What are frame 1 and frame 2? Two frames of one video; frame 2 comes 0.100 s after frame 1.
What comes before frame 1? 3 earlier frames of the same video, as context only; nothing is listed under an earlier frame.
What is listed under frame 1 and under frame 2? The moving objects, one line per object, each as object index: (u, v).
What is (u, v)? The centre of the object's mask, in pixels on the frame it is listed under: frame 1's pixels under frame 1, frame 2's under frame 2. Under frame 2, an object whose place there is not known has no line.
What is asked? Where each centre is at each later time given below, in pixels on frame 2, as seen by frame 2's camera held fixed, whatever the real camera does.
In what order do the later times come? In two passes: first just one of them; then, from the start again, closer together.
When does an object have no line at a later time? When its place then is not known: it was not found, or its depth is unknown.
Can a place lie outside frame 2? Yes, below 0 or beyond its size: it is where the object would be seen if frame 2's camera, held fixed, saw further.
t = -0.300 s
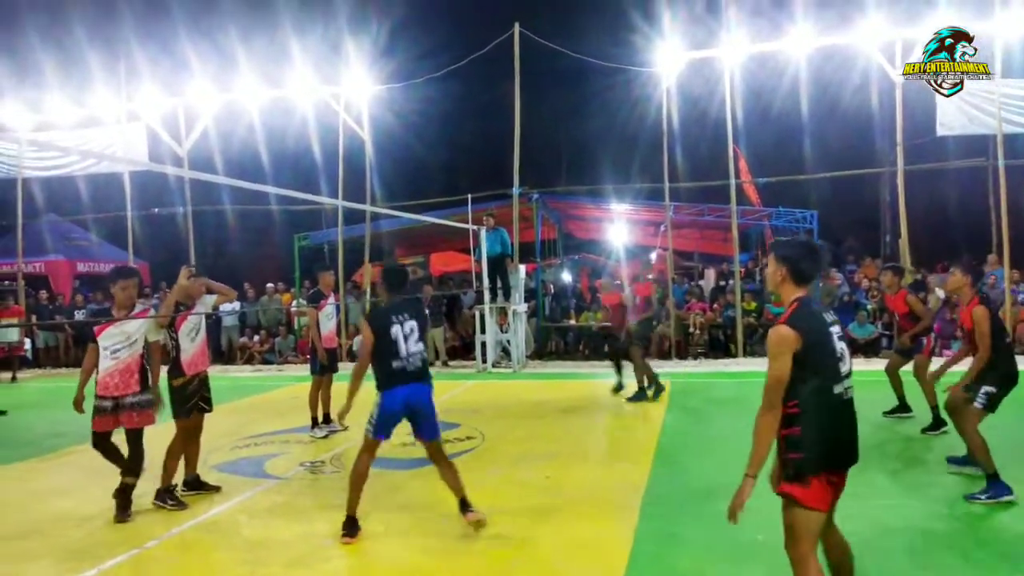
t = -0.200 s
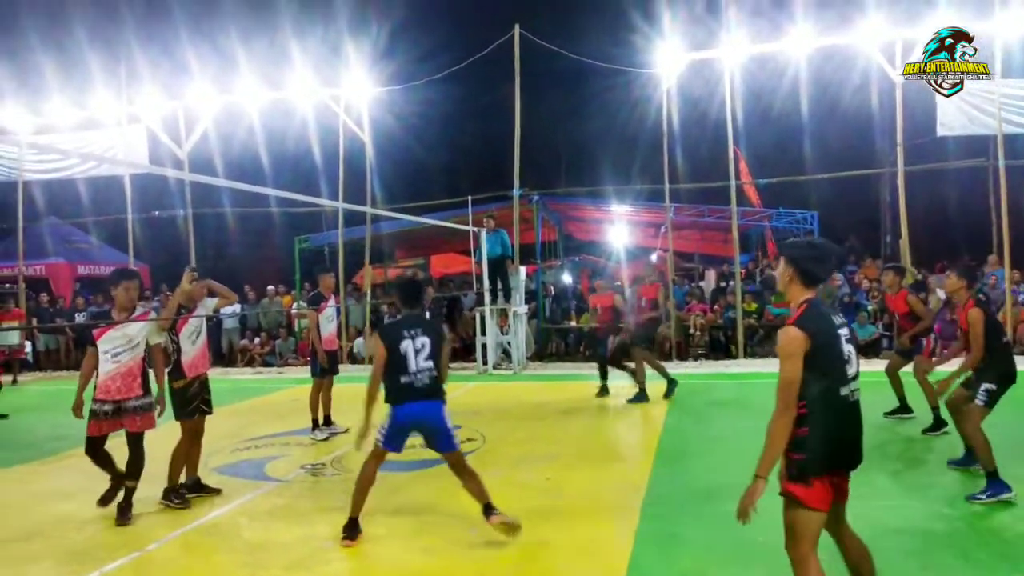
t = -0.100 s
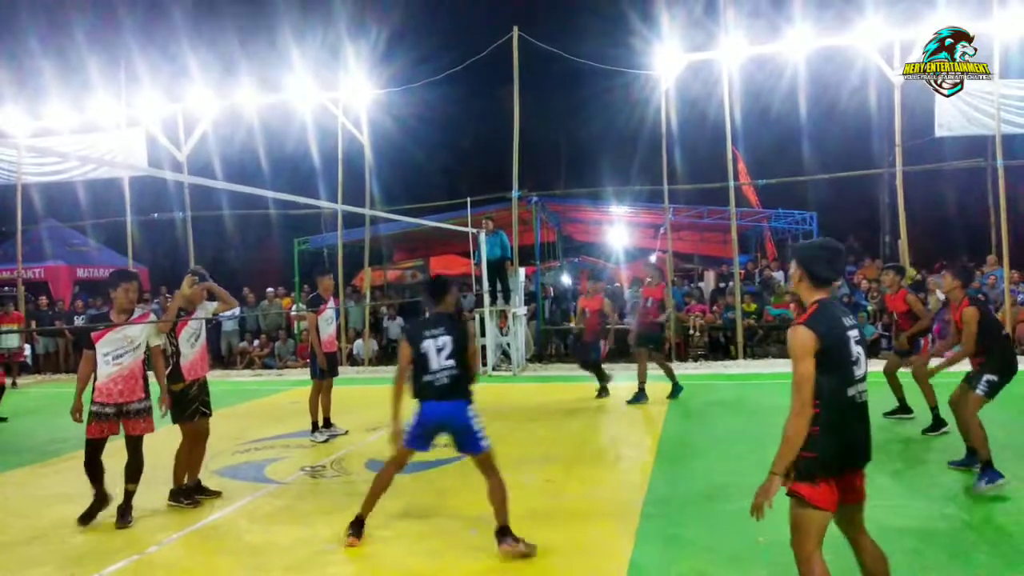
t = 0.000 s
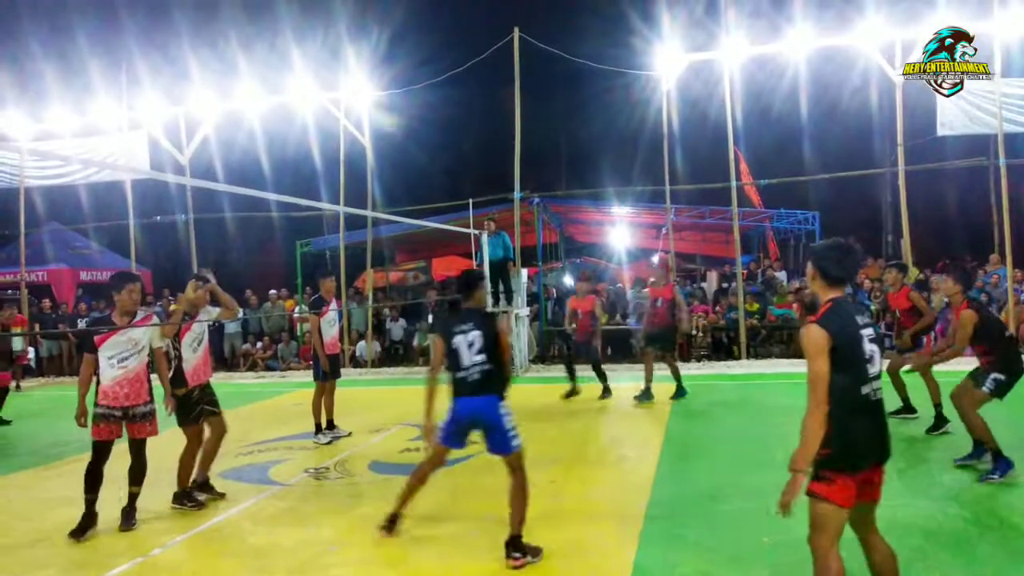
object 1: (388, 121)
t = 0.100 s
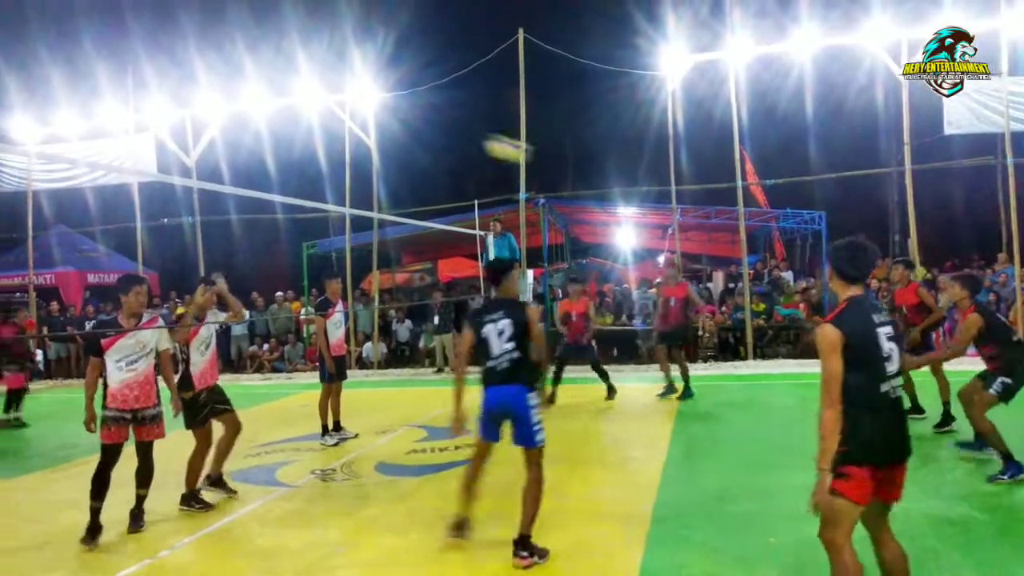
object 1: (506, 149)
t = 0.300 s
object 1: (762, 232)
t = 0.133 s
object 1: (549, 160)
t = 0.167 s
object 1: (588, 171)
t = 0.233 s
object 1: (679, 198)
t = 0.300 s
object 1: (762, 232)
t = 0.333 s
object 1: (804, 252)
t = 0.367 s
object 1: (838, 268)
